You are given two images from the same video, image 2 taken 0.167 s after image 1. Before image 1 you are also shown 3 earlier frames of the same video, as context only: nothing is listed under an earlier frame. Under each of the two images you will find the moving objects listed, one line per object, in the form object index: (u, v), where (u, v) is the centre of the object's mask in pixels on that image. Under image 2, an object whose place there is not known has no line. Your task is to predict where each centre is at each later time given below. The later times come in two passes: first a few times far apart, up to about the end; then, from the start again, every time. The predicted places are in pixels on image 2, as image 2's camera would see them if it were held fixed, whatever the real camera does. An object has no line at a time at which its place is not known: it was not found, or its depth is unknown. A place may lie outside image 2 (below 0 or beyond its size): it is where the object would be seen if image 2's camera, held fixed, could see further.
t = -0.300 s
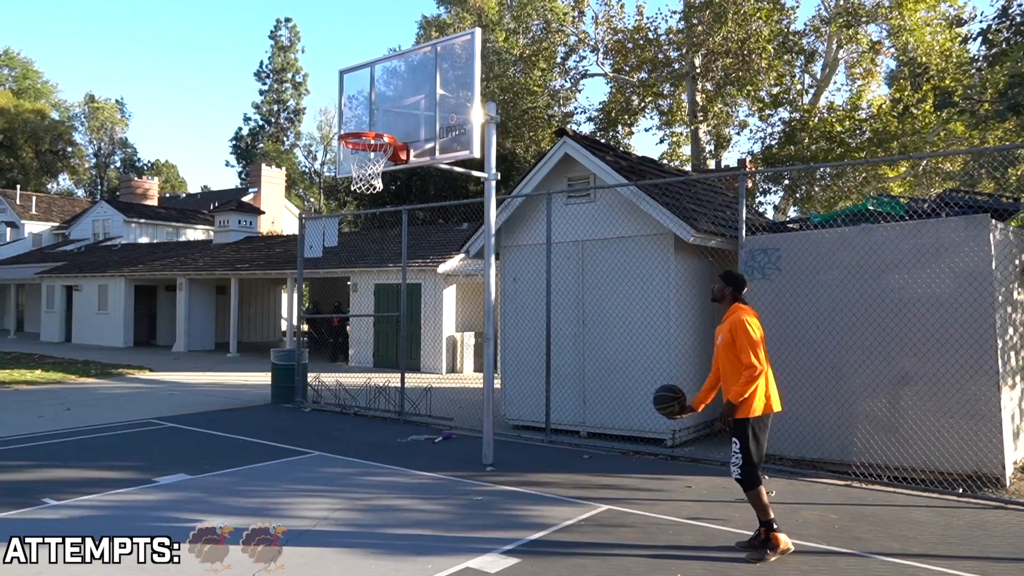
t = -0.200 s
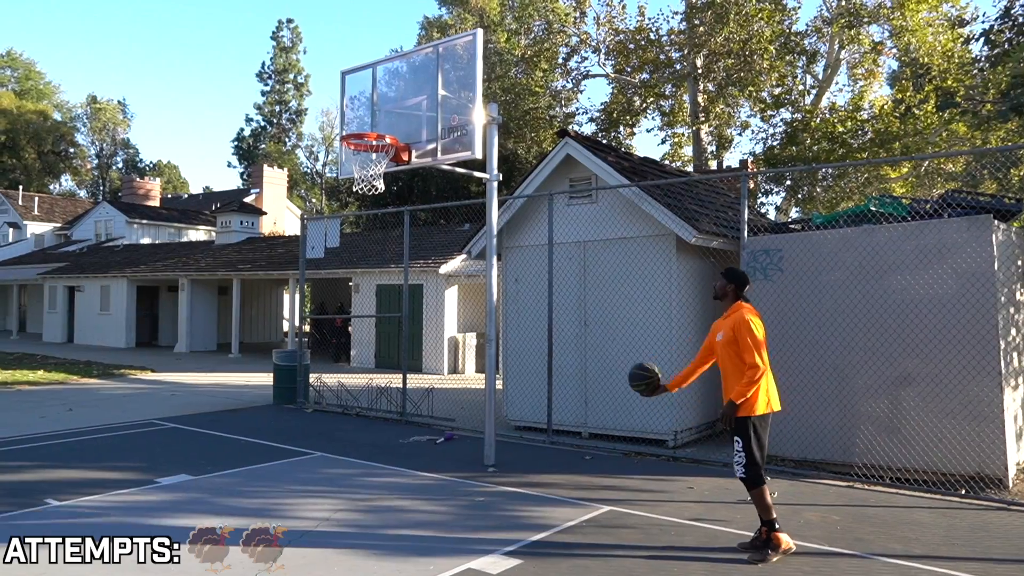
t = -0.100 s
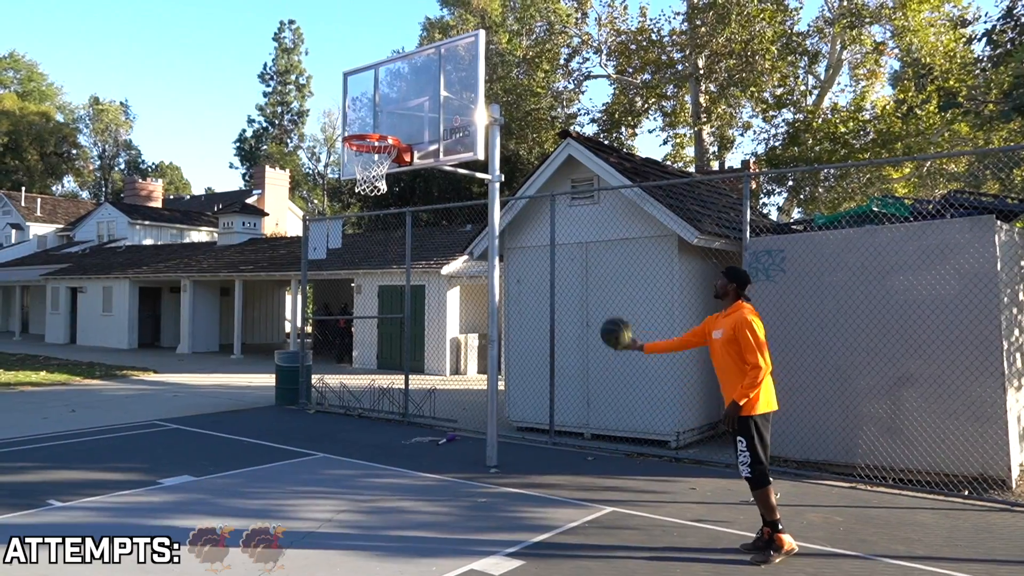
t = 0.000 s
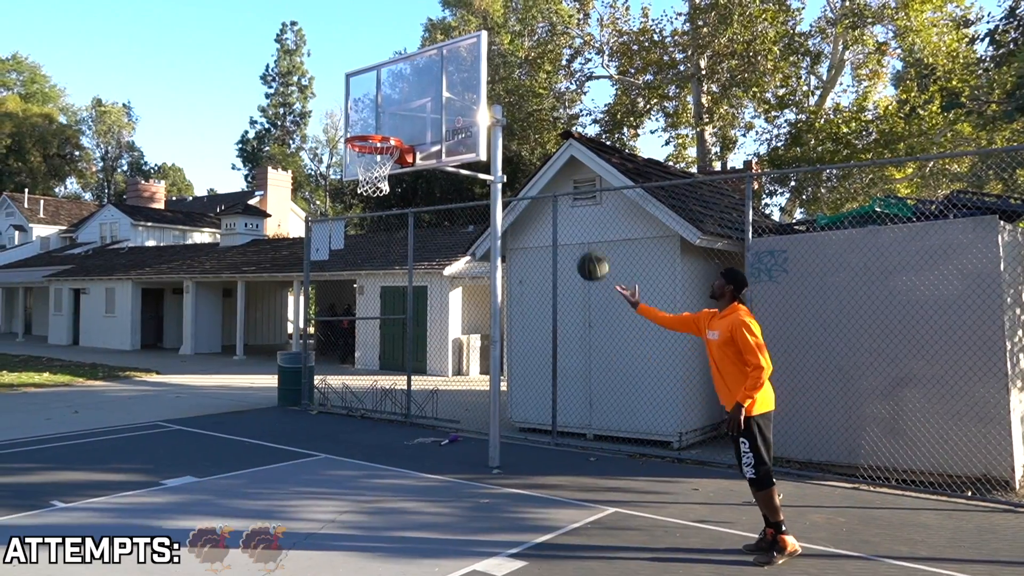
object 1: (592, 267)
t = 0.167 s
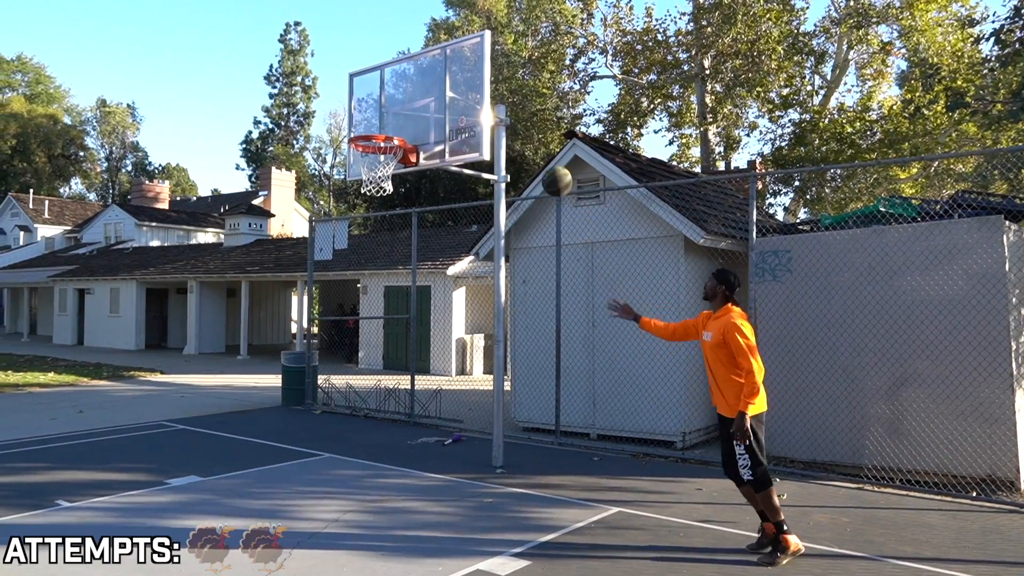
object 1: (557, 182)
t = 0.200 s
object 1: (550, 169)
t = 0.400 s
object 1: (506, 126)
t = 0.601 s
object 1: (512, 113)
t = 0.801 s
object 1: (535, 145)
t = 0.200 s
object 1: (550, 169)
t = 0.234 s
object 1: (543, 157)
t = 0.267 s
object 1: (536, 147)
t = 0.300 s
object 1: (527, 140)
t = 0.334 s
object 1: (520, 135)
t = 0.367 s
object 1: (513, 130)
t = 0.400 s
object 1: (506, 126)
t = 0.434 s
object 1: (499, 124)
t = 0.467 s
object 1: (499, 120)
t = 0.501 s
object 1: (503, 116)
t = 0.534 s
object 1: (505, 113)
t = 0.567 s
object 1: (508, 112)
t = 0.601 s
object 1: (512, 113)
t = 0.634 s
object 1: (516, 115)
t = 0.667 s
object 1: (519, 117)
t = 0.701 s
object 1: (523, 123)
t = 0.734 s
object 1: (527, 128)
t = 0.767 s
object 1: (531, 136)
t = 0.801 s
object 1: (535, 145)
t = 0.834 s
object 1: (539, 156)
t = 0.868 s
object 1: (543, 167)
